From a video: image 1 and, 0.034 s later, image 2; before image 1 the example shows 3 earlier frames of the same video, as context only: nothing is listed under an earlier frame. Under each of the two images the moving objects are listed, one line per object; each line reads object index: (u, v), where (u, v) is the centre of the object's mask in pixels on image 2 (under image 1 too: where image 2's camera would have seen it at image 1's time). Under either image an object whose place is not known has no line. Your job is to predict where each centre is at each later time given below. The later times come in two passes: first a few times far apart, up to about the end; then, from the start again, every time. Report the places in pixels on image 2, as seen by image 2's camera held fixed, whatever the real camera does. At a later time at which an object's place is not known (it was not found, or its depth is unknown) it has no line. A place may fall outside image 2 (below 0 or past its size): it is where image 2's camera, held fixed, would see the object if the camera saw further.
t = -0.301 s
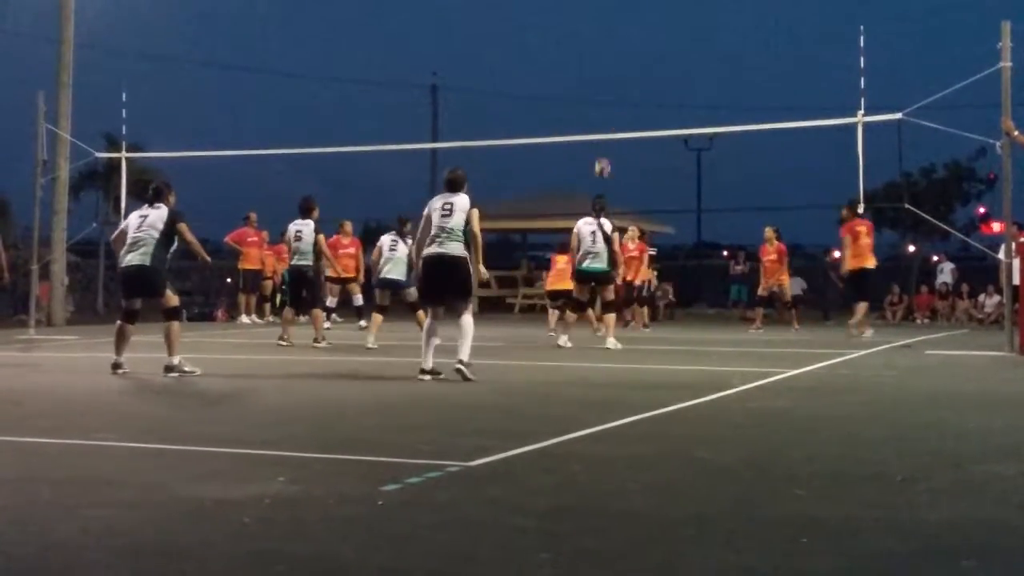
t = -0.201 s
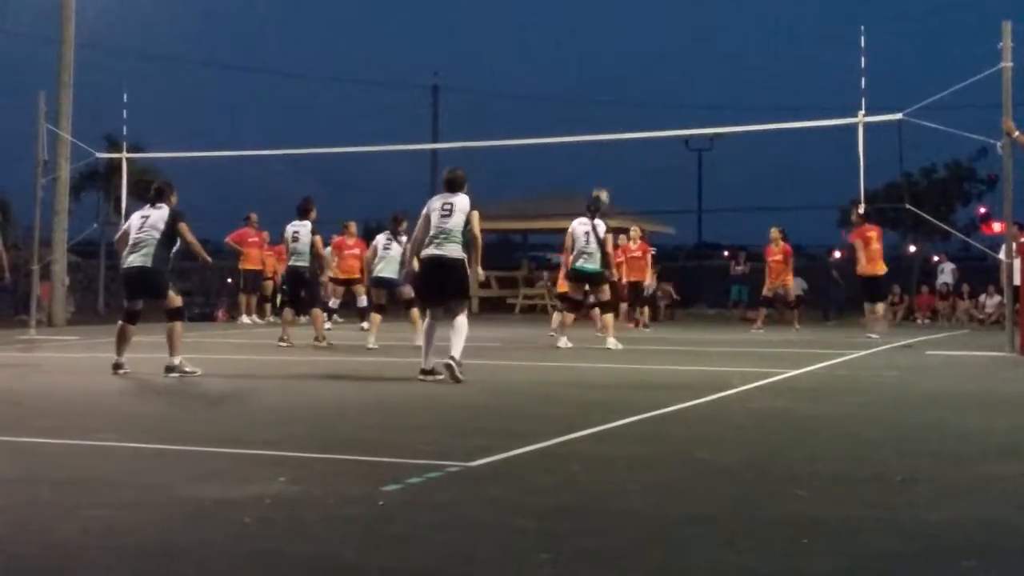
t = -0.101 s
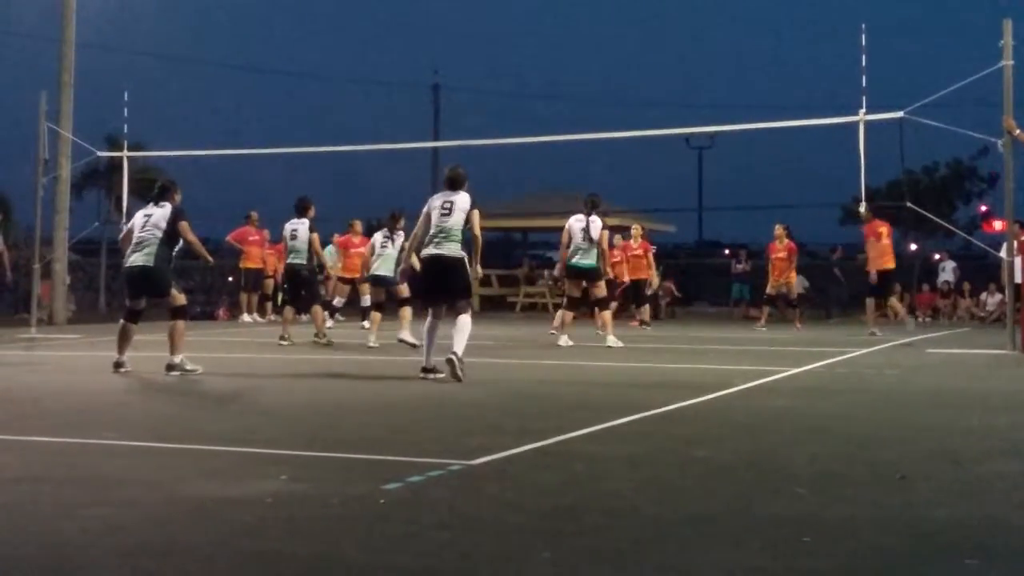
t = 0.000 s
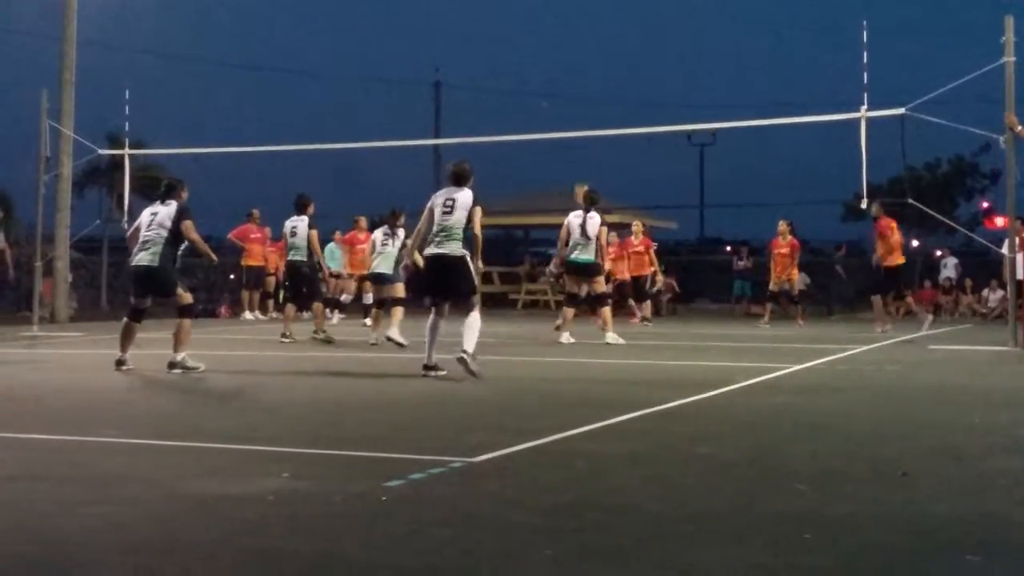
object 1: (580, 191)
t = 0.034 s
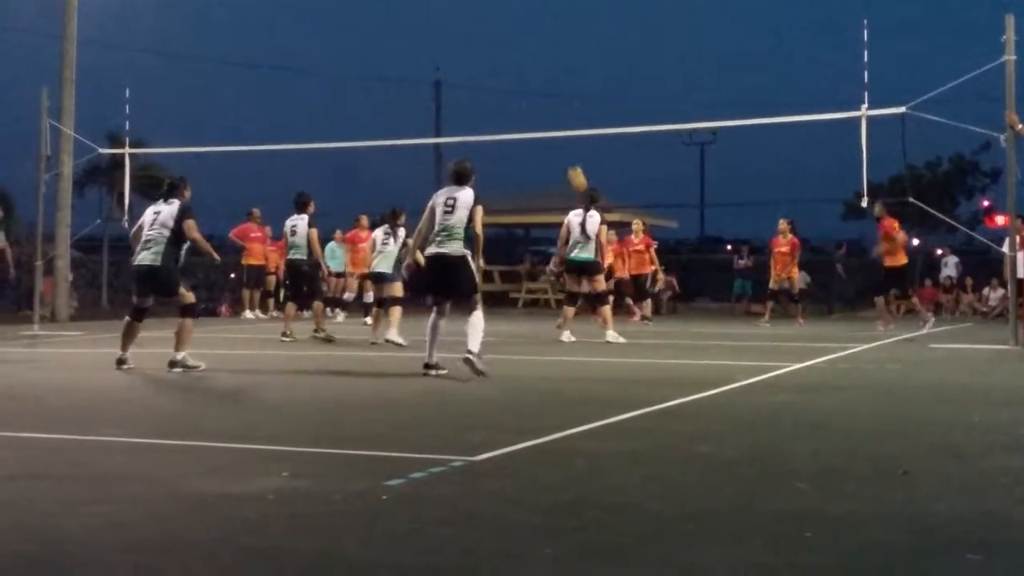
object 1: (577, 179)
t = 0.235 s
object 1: (538, 95)
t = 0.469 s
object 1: (493, 38)
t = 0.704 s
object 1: (449, 22)
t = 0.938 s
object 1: (410, 46)
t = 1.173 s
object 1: (372, 108)
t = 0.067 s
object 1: (571, 162)
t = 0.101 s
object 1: (565, 146)
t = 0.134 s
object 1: (558, 132)
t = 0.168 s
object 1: (550, 118)
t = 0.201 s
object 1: (544, 105)
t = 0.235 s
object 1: (538, 95)
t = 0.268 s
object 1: (531, 84)
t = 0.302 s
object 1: (525, 74)
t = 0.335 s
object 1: (519, 66)
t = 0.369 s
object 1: (512, 58)
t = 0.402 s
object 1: (506, 51)
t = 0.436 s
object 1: (500, 44)
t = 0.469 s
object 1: (493, 38)
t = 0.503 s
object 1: (487, 33)
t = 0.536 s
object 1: (480, 29)
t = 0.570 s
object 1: (474, 26)
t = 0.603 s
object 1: (468, 24)
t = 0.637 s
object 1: (461, 23)
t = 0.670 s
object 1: (455, 22)
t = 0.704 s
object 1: (449, 22)
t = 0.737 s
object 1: (443, 23)
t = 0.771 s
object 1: (437, 24)
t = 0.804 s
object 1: (431, 26)
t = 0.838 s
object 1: (425, 30)
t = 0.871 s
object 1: (420, 35)
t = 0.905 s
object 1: (415, 40)
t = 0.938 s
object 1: (410, 46)
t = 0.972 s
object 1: (404, 53)
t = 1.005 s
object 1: (399, 60)
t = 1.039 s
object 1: (394, 68)
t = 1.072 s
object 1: (388, 76)
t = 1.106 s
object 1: (383, 87)
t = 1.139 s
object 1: (378, 97)
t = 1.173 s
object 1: (372, 108)
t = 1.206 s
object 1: (367, 120)
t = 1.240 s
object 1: (362, 132)
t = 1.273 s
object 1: (358, 146)
